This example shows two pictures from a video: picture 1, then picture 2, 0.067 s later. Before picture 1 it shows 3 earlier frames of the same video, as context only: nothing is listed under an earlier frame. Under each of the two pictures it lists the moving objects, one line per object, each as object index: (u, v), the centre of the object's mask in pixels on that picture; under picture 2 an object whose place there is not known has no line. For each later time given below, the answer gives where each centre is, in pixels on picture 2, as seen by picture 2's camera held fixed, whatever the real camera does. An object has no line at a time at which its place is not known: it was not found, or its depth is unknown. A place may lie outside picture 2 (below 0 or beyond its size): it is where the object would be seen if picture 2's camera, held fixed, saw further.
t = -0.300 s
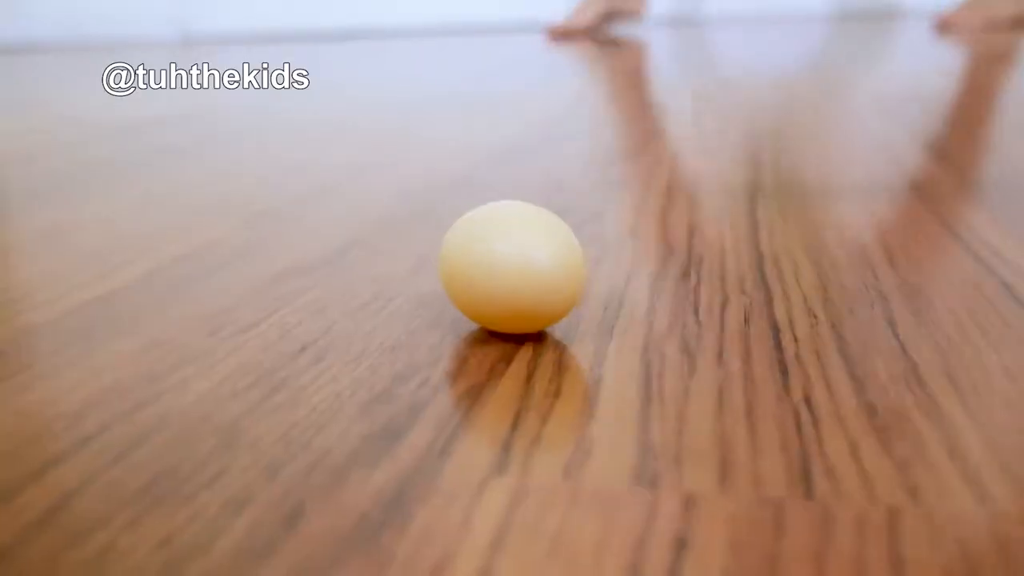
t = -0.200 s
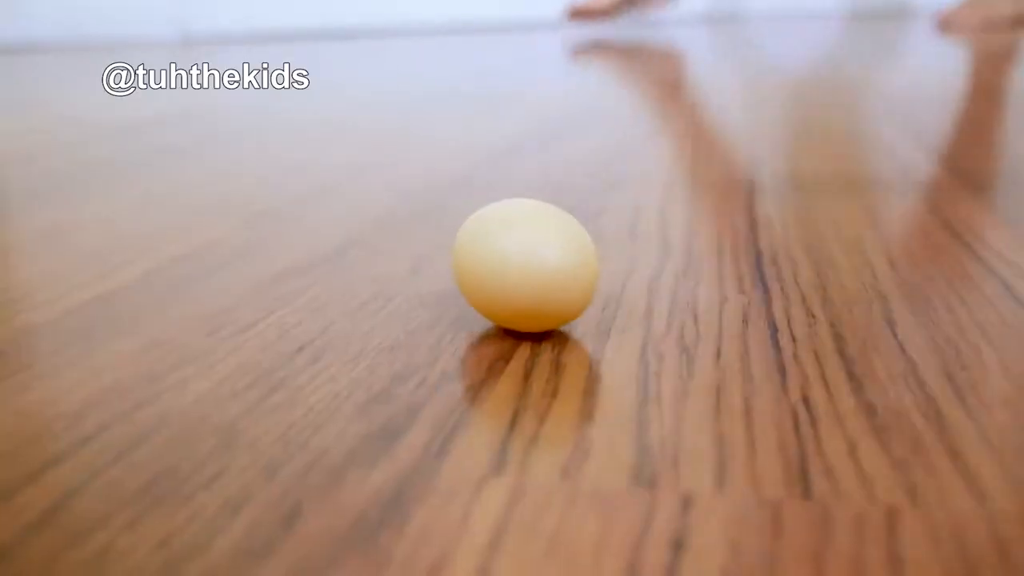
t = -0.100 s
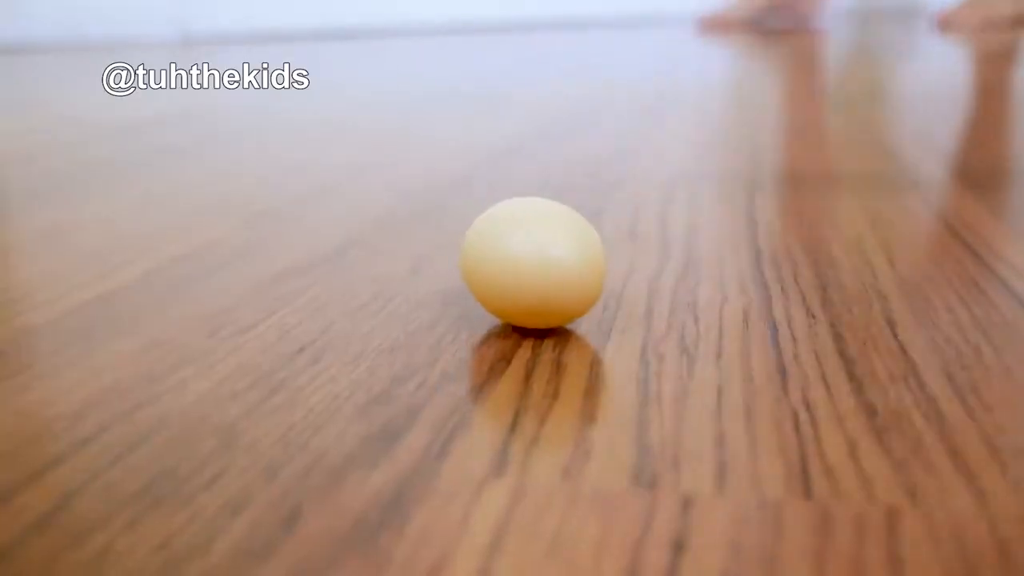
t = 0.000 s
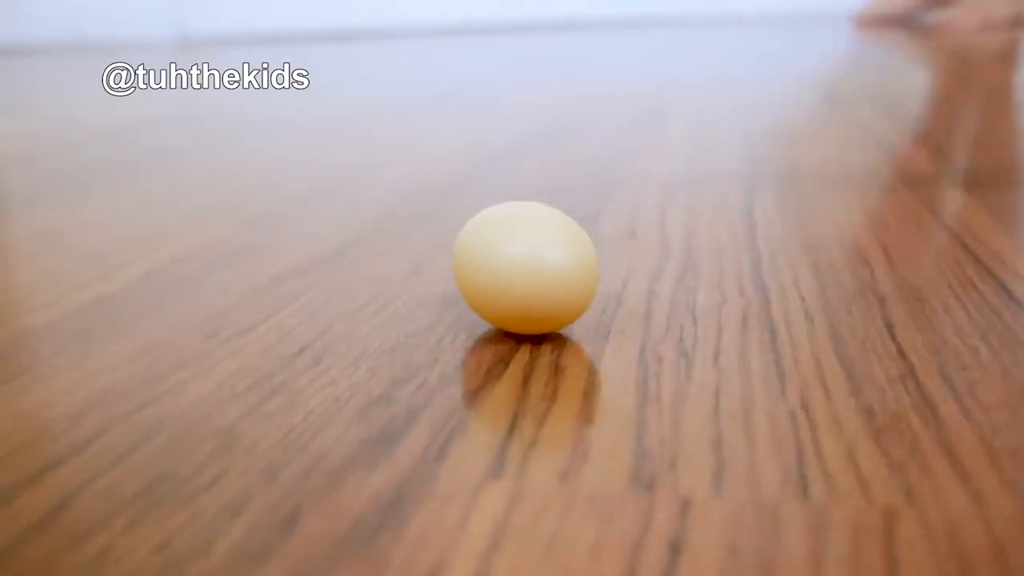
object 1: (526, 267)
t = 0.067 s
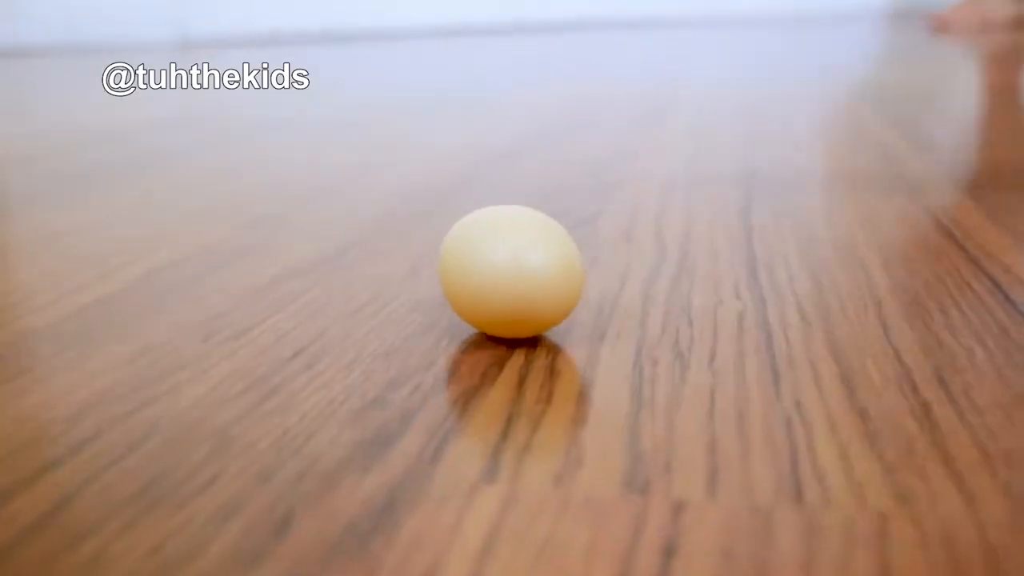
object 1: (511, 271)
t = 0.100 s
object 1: (506, 271)
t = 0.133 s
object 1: (502, 273)
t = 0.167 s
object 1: (500, 273)
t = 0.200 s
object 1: (498, 274)
